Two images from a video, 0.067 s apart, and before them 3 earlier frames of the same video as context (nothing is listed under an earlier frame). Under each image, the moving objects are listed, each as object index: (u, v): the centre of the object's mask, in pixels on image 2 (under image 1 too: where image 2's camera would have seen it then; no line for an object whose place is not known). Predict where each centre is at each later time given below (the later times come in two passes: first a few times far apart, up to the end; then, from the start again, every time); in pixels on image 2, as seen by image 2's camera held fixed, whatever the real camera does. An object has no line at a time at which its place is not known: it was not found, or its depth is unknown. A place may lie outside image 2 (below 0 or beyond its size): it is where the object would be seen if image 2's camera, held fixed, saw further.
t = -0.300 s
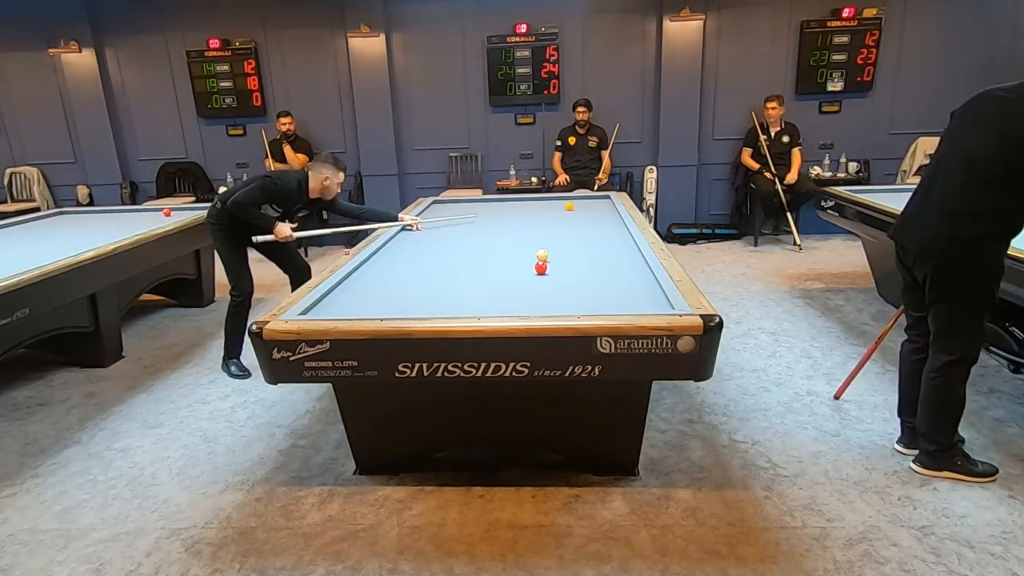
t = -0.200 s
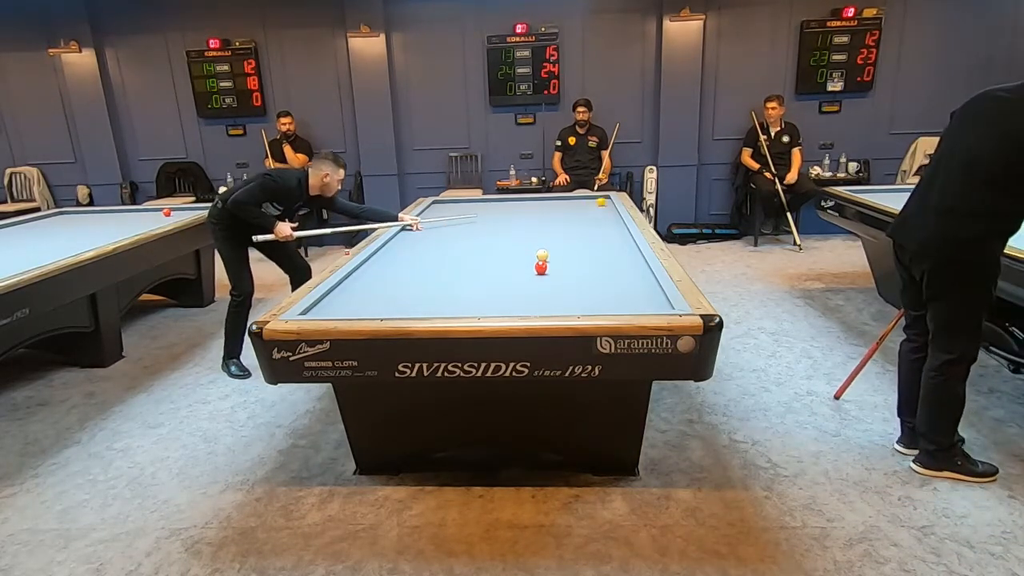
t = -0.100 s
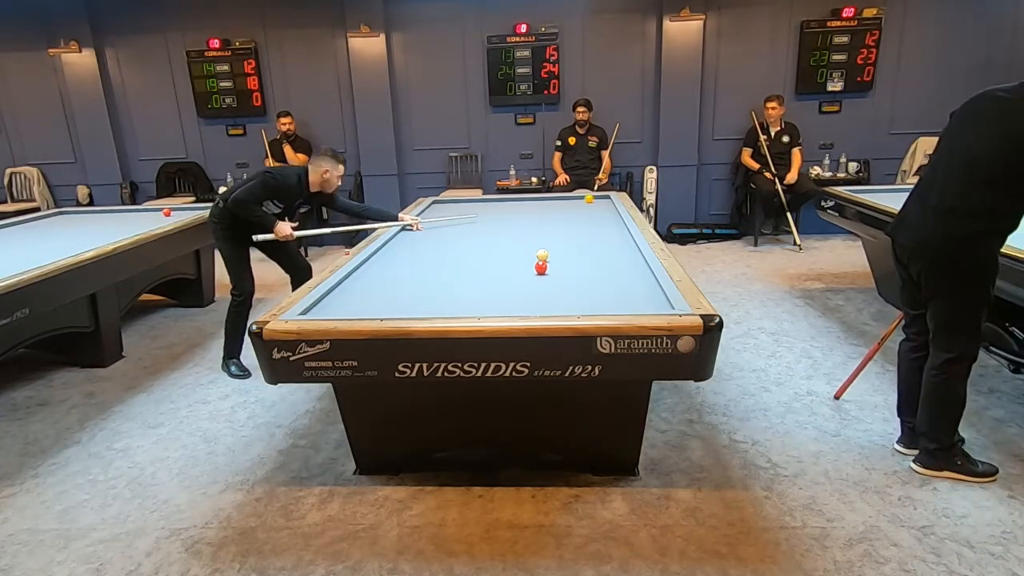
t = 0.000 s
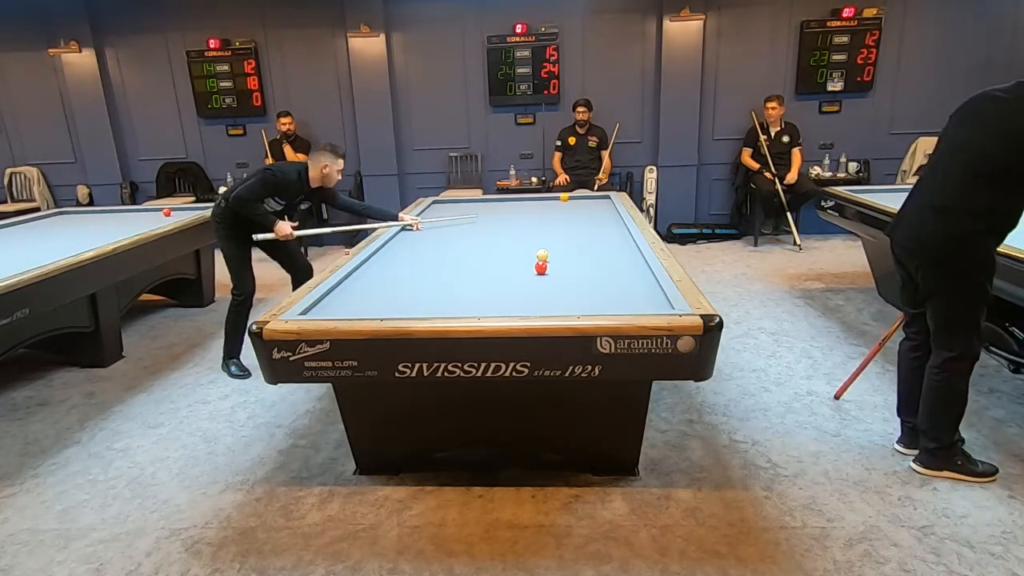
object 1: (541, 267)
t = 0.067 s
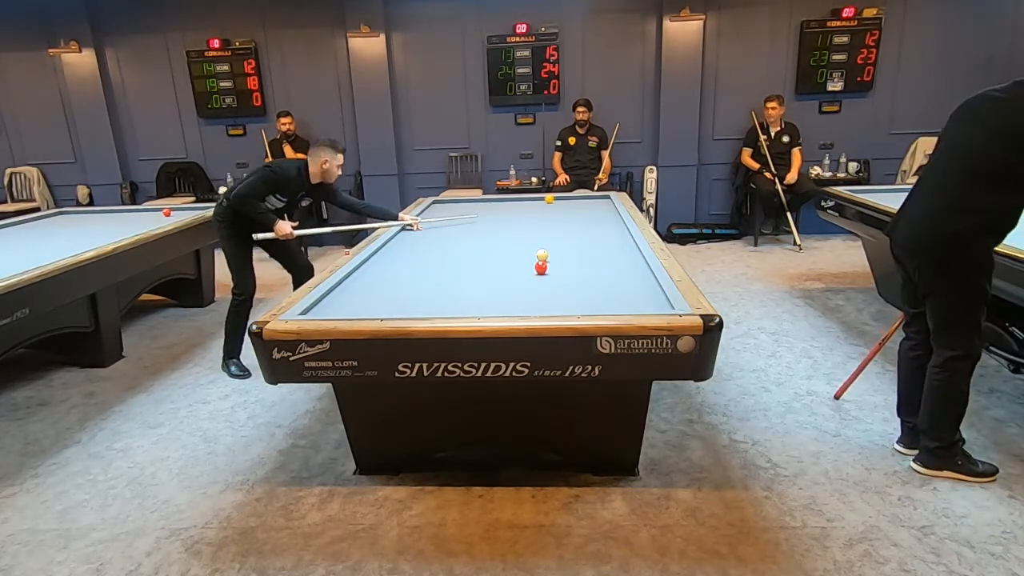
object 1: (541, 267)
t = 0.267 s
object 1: (541, 267)
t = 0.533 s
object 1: (541, 267)
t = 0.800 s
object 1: (541, 267)
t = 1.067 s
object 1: (541, 267)
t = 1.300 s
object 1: (541, 267)
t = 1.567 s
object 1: (541, 267)
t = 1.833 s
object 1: (541, 267)
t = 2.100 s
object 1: (535, 272)
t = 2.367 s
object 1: (524, 280)
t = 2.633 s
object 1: (514, 289)
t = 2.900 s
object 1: (503, 297)
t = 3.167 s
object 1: (491, 305)
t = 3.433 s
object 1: (480, 308)
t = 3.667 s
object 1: (476, 305)
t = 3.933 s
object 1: (472, 303)
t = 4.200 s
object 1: (468, 298)
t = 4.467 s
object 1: (464, 294)
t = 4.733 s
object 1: (462, 291)
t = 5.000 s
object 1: (459, 289)
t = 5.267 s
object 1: (457, 286)
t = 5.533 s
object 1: (454, 284)
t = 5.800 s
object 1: (452, 281)
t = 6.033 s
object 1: (451, 280)
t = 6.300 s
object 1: (449, 278)
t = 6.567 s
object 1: (448, 277)
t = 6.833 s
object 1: (447, 276)
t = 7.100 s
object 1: (446, 274)
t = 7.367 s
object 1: (445, 273)
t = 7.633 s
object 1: (445, 272)
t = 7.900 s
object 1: (444, 272)
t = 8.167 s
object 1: (444, 272)
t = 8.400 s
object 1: (444, 272)
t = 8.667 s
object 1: (444, 272)
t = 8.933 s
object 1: (444, 272)
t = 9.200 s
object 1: (444, 272)
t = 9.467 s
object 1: (444, 272)
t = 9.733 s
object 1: (444, 272)
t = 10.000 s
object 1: (444, 272)
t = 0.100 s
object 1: (541, 267)
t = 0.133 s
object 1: (541, 267)
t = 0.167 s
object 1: (541, 267)
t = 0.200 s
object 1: (541, 267)
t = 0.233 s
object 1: (541, 267)
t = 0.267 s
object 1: (541, 267)
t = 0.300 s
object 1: (541, 267)
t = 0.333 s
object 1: (541, 267)
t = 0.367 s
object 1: (541, 267)
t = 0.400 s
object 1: (541, 267)
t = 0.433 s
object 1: (541, 267)
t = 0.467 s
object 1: (541, 267)
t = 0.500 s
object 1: (541, 267)
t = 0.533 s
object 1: (541, 267)
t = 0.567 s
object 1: (541, 267)
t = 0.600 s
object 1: (541, 267)
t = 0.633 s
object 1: (541, 267)
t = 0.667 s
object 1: (541, 267)
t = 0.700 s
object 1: (541, 267)
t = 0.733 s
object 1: (541, 267)
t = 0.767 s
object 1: (541, 267)
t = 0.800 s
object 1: (541, 267)
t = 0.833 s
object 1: (541, 267)
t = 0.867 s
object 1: (541, 267)
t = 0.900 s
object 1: (541, 267)
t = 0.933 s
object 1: (541, 267)
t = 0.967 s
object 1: (541, 267)
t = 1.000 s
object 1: (541, 267)
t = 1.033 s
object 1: (541, 267)
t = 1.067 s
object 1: (541, 267)
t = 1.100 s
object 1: (541, 267)
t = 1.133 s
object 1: (541, 267)
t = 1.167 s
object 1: (541, 267)
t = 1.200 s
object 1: (541, 267)
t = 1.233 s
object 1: (541, 267)
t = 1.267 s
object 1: (541, 267)
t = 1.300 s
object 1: (541, 267)
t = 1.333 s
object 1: (541, 267)
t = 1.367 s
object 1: (541, 267)
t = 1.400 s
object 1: (541, 267)
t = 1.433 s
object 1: (541, 267)
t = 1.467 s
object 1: (541, 267)
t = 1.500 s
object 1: (541, 267)
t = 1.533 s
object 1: (541, 267)
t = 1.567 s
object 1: (541, 267)
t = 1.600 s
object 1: (541, 267)
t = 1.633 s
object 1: (541, 267)
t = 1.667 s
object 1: (541, 267)
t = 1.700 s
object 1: (541, 267)
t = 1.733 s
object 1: (541, 267)
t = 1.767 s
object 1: (541, 267)
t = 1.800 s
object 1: (541, 267)
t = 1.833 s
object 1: (541, 267)
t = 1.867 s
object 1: (541, 267)
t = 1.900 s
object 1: (542, 267)
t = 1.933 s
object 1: (541, 267)
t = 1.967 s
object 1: (540, 268)
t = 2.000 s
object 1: (539, 268)
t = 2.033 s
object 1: (538, 269)
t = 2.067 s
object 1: (537, 270)
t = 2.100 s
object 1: (535, 272)
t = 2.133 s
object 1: (533, 273)
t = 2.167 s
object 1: (532, 275)
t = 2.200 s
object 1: (531, 276)
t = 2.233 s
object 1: (530, 276)
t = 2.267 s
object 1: (528, 277)
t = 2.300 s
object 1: (527, 278)
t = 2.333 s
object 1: (526, 279)
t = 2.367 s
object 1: (524, 280)
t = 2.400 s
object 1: (523, 281)
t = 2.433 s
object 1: (522, 282)
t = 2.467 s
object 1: (520, 283)
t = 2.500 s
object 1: (519, 284)
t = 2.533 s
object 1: (518, 285)
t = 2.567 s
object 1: (517, 287)
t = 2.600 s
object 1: (515, 288)
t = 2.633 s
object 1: (514, 289)
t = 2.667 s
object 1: (512, 290)
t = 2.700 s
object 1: (511, 291)
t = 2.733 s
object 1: (510, 292)
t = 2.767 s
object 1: (508, 293)
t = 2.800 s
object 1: (507, 294)
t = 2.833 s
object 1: (505, 295)
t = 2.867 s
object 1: (504, 296)
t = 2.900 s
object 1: (503, 297)
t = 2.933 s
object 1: (501, 298)
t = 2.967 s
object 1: (499, 300)
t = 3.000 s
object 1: (498, 300)
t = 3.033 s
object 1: (497, 302)
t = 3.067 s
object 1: (495, 303)
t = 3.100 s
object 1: (494, 303)
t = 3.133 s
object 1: (492, 304)
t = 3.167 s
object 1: (491, 305)
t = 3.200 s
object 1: (489, 305)
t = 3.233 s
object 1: (487, 306)
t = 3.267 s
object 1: (486, 307)
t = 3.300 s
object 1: (484, 307)
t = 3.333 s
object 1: (483, 308)
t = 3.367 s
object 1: (482, 309)
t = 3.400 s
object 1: (481, 308)
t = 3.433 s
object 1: (480, 308)
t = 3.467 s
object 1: (480, 308)
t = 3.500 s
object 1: (479, 307)
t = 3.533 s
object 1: (478, 307)
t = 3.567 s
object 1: (478, 307)
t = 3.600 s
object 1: (477, 306)
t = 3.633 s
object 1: (477, 306)
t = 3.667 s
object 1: (476, 305)
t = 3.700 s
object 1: (476, 305)
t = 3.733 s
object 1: (475, 305)
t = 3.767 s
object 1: (475, 304)
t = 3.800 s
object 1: (474, 304)
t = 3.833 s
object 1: (474, 304)
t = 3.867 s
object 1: (473, 303)
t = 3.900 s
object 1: (473, 303)
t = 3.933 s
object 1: (472, 303)
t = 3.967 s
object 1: (471, 302)
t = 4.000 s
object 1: (471, 301)
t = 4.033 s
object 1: (471, 301)
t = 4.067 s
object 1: (470, 301)
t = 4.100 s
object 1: (470, 300)
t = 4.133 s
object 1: (469, 299)
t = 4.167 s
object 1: (469, 299)
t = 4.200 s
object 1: (468, 298)
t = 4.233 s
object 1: (468, 298)
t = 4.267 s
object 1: (467, 297)
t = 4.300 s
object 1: (467, 297)
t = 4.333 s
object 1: (466, 297)
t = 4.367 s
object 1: (466, 296)
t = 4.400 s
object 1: (465, 296)
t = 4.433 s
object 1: (465, 295)
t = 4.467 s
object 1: (464, 294)
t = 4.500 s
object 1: (463, 293)
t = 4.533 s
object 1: (463, 292)
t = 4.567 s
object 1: (462, 291)
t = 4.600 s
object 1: (463, 290)
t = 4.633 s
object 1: (463, 290)
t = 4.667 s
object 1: (464, 291)
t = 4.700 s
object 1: (463, 291)
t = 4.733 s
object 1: (462, 291)
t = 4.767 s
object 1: (462, 291)
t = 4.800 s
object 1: (461, 291)
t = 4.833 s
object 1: (461, 291)
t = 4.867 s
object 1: (460, 290)
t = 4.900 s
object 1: (460, 290)
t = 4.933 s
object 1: (460, 290)
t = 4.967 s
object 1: (459, 289)
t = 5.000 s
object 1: (459, 289)
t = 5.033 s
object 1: (459, 289)
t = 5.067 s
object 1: (459, 288)
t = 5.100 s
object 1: (458, 288)
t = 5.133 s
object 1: (458, 288)
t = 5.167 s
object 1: (458, 287)
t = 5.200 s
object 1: (457, 287)
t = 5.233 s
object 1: (457, 287)
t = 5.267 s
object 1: (457, 286)
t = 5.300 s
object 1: (456, 286)
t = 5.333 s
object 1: (456, 286)
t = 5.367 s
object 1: (456, 285)
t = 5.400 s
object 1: (455, 285)
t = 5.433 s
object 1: (455, 285)
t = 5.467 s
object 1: (455, 284)
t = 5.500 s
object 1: (455, 284)
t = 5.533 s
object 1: (454, 284)
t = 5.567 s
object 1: (454, 283)
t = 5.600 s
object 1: (454, 283)
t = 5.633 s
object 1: (453, 283)
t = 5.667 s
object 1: (453, 282)
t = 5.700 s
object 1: (453, 282)
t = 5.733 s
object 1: (452, 282)
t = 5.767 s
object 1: (452, 282)
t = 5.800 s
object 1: (452, 281)
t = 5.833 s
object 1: (452, 281)
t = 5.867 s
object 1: (452, 281)
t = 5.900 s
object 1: (452, 281)
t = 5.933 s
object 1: (451, 280)
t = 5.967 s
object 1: (451, 280)
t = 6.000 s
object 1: (451, 280)
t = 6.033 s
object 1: (451, 280)
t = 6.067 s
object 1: (451, 279)
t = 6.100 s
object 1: (450, 279)
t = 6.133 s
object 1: (450, 279)
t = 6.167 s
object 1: (450, 279)
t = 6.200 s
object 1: (450, 279)
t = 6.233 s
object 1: (450, 278)
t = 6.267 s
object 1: (450, 278)
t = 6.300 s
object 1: (449, 278)
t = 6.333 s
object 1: (449, 278)
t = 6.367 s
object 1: (449, 278)
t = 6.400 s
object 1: (449, 277)
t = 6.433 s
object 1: (449, 277)
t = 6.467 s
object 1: (449, 277)
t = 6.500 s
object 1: (448, 277)
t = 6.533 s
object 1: (448, 277)
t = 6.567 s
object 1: (448, 277)
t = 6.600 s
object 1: (448, 276)
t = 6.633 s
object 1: (448, 276)
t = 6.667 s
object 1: (448, 276)
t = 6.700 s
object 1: (448, 276)
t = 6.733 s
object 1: (447, 276)
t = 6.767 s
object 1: (447, 276)
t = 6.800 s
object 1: (447, 276)
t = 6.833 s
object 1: (447, 276)
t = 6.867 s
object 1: (447, 275)
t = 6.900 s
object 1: (447, 275)
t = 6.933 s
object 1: (447, 275)
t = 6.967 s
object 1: (447, 275)
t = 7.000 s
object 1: (447, 275)
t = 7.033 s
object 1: (446, 275)
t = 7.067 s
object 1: (446, 275)
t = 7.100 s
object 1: (446, 274)
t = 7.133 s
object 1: (446, 274)
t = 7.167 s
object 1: (446, 274)
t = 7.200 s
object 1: (446, 274)
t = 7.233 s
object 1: (446, 274)
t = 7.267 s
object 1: (446, 274)
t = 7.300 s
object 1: (446, 274)
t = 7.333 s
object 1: (445, 273)
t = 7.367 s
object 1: (445, 273)
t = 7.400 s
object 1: (445, 273)
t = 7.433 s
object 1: (445, 273)
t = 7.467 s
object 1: (445, 273)
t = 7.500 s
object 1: (445, 273)
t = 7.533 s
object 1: (445, 273)
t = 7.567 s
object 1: (445, 273)
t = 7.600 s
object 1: (445, 273)
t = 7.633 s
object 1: (445, 272)
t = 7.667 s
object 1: (444, 272)
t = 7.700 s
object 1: (444, 272)
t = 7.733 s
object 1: (444, 272)
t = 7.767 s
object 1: (444, 272)
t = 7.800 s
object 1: (444, 272)
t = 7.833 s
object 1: (444, 272)
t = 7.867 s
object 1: (444, 272)
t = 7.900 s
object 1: (444, 272)
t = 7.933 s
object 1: (444, 272)
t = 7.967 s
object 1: (444, 272)
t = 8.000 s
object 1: (444, 272)
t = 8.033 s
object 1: (444, 272)
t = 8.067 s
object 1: (444, 272)
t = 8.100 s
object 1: (444, 272)
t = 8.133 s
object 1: (444, 272)
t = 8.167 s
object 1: (444, 272)
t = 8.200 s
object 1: (444, 272)
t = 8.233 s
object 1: (444, 272)
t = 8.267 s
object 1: (444, 272)
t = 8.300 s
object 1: (444, 272)
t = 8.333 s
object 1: (444, 272)
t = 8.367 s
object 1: (444, 272)
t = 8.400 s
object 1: (444, 272)
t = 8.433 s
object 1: (444, 272)
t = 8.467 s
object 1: (444, 272)
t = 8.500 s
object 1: (444, 272)
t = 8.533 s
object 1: (444, 272)
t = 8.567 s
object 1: (444, 272)
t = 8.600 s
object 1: (444, 272)
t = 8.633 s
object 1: (444, 272)
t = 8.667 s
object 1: (444, 272)
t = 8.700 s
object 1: (444, 272)
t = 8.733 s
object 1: (444, 272)
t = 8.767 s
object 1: (444, 272)
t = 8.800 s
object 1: (444, 272)
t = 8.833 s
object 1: (444, 272)
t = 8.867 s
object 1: (444, 272)
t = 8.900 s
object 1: (444, 272)
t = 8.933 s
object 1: (444, 272)
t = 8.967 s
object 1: (444, 272)
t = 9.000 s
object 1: (444, 272)
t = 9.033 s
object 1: (444, 272)
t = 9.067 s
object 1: (444, 272)
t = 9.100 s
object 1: (444, 272)
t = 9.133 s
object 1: (444, 272)
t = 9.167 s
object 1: (444, 272)
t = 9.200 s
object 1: (444, 272)
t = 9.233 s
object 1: (444, 272)
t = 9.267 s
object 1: (444, 272)
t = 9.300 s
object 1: (444, 272)
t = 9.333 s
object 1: (444, 272)
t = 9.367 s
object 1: (444, 272)
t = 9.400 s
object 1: (444, 272)
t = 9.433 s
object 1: (444, 272)
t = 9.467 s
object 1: (444, 272)
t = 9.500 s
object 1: (444, 272)
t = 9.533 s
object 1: (444, 272)
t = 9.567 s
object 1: (444, 272)
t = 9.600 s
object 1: (444, 272)
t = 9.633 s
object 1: (444, 272)
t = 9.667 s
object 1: (444, 272)
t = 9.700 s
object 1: (444, 272)
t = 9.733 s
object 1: (444, 272)
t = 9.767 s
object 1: (444, 272)
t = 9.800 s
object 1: (444, 272)
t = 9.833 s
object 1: (444, 272)
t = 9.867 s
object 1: (444, 272)
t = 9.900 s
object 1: (444, 272)
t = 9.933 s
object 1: (444, 272)
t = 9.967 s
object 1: (444, 272)
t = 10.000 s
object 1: (444, 272)
